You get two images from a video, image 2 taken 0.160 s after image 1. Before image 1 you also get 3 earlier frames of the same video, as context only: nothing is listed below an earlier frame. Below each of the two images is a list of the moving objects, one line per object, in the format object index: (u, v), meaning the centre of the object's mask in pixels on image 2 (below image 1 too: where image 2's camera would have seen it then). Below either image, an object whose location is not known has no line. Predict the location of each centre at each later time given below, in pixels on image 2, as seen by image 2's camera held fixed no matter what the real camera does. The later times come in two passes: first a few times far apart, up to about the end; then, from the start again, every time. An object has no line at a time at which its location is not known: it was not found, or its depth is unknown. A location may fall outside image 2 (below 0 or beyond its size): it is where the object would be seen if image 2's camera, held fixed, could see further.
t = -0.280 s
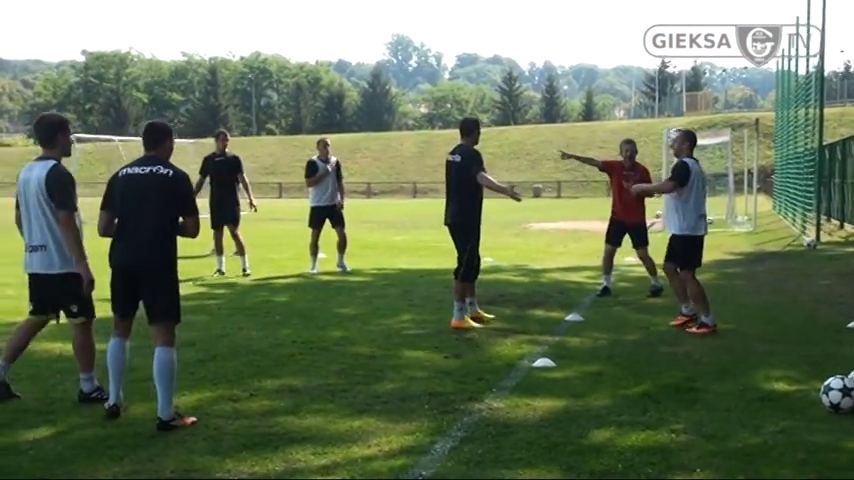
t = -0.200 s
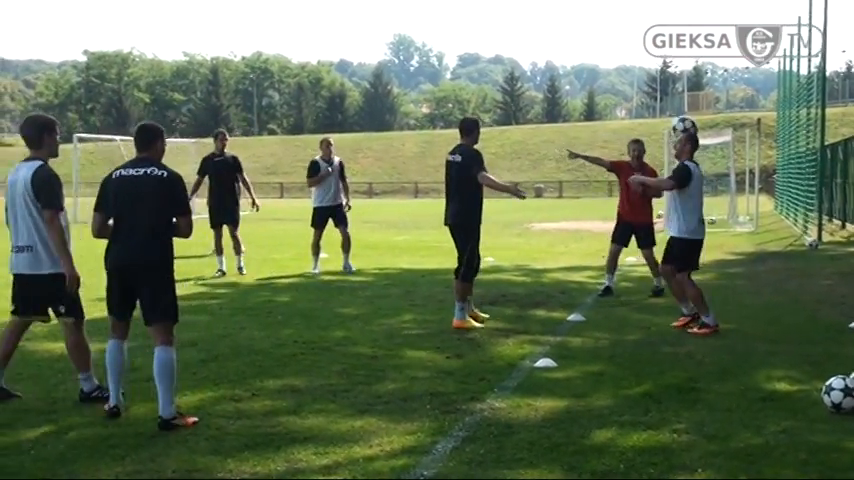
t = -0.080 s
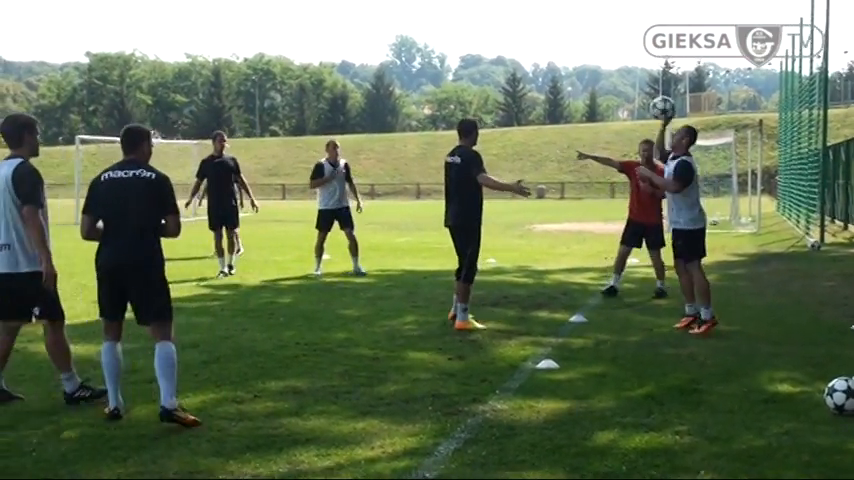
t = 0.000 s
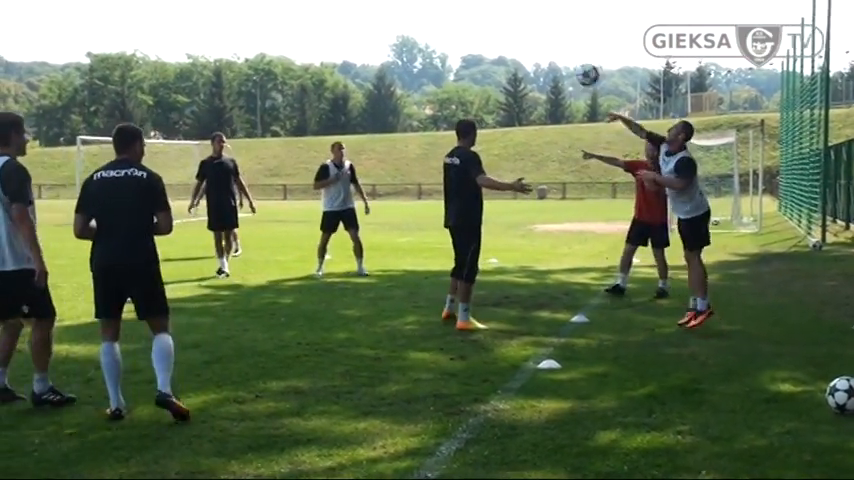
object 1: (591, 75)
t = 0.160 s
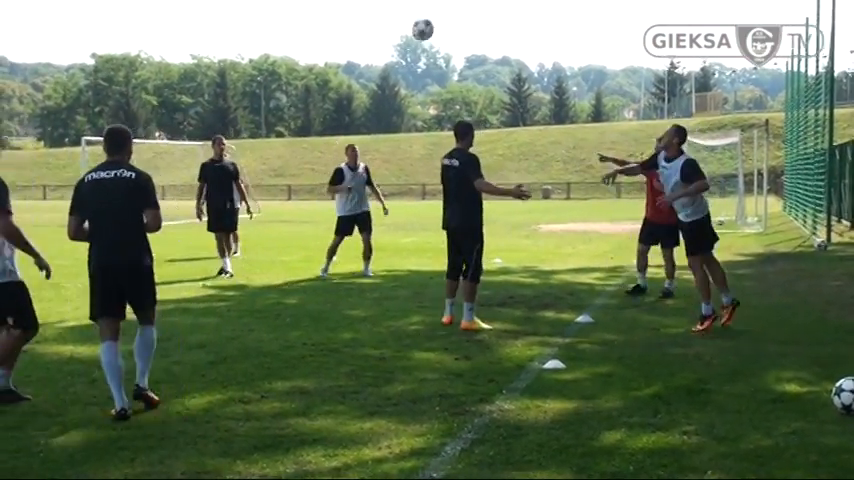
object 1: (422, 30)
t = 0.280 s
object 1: (302, 15)
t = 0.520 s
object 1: (79, 30)
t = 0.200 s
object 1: (382, 23)
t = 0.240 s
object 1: (342, 18)
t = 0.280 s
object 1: (302, 15)
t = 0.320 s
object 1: (263, 14)
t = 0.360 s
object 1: (225, 13)
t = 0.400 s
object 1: (188, 15)
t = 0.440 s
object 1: (152, 18)
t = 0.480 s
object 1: (114, 24)
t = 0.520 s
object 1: (79, 30)
